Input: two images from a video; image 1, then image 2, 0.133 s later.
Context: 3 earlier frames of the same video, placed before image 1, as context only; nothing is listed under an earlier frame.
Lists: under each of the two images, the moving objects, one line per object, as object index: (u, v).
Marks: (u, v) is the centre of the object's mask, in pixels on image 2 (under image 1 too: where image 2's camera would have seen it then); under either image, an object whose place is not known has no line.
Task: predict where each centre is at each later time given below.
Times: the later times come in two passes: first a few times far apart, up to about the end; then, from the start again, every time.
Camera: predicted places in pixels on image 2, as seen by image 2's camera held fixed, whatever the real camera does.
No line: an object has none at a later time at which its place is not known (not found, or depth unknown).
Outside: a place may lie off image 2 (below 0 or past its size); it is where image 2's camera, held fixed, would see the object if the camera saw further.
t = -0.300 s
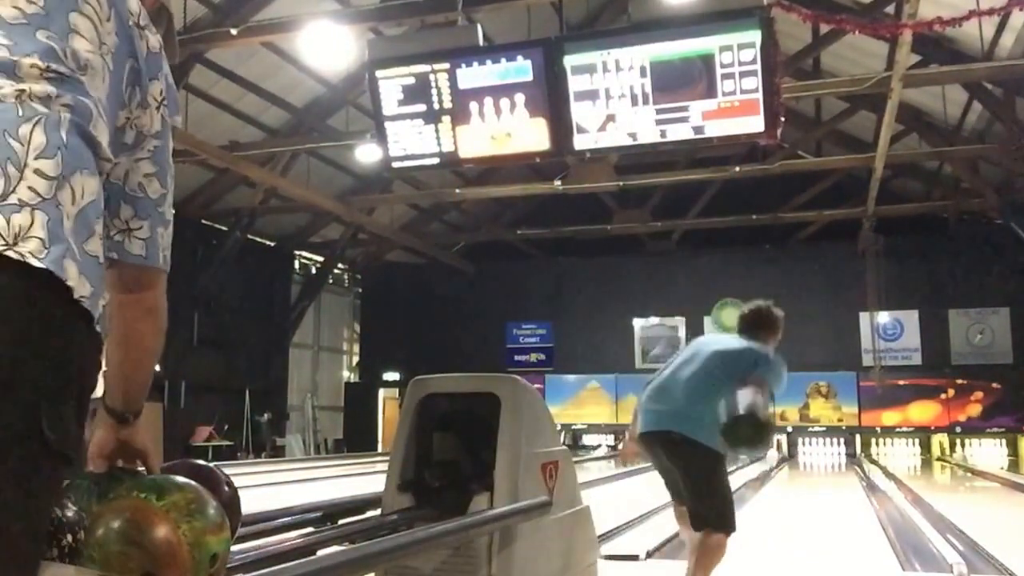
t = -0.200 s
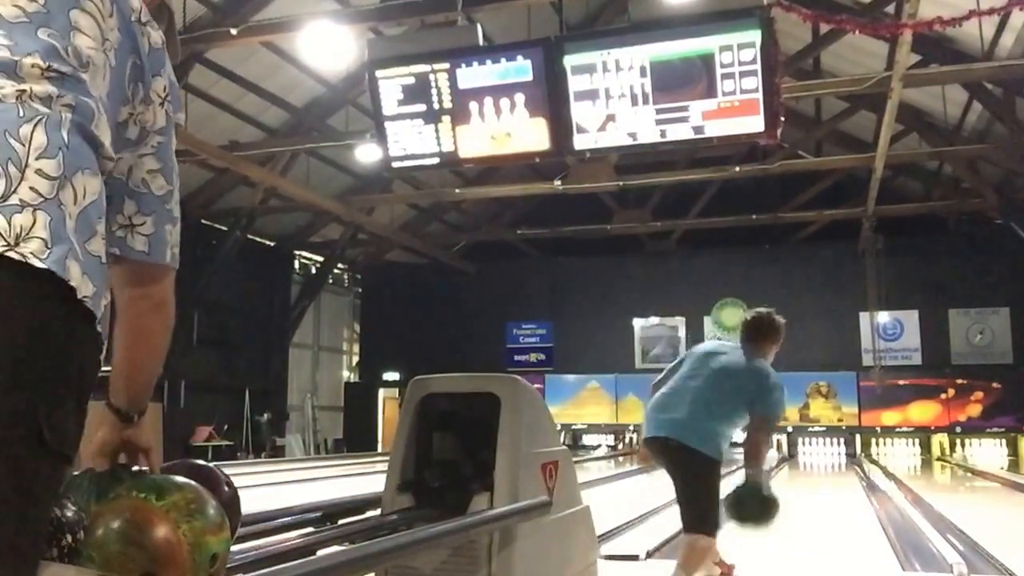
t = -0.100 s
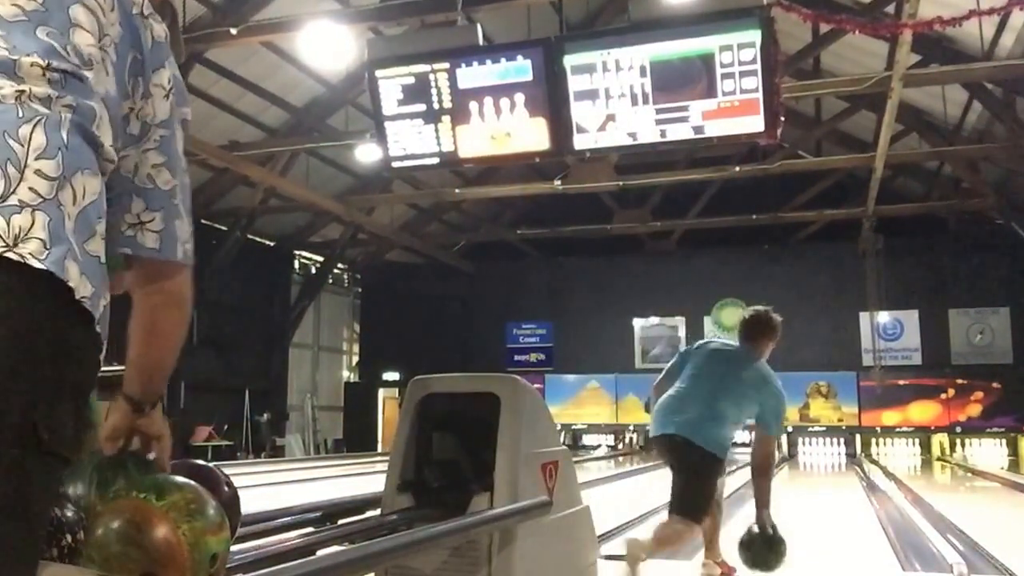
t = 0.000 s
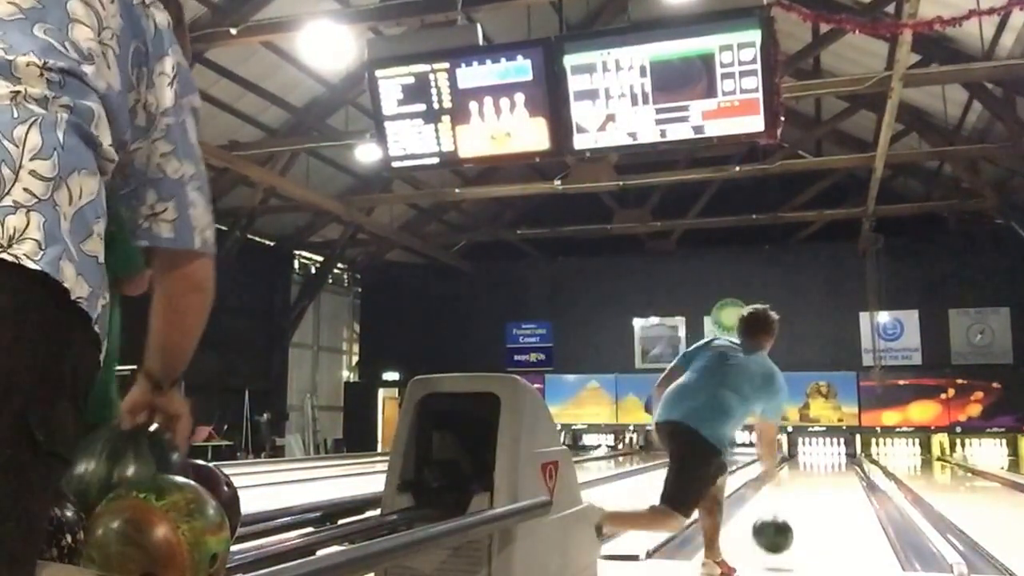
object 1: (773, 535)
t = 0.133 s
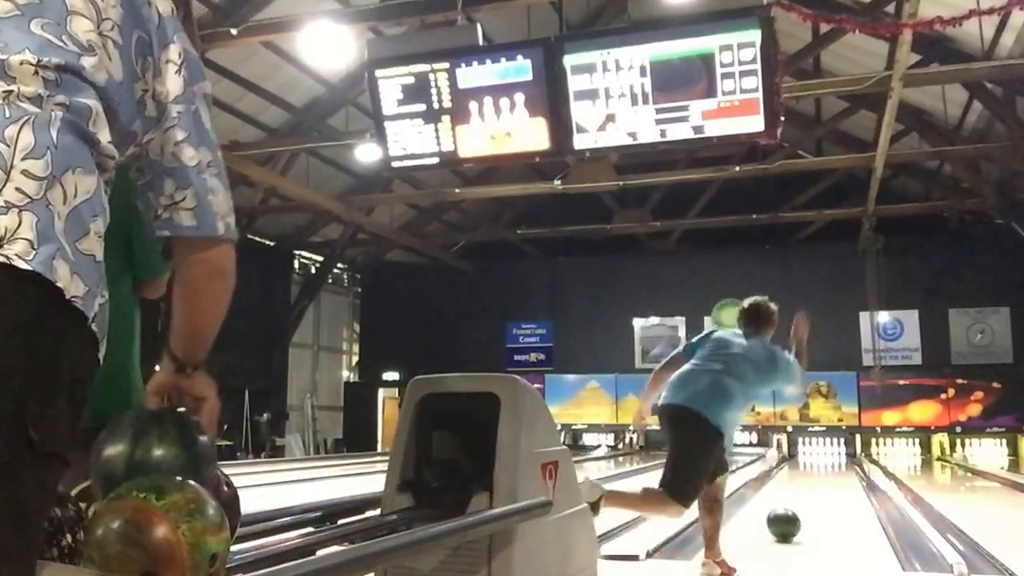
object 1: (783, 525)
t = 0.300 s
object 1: (793, 507)
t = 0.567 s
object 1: (802, 488)
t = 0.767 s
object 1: (807, 478)
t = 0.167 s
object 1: (786, 520)
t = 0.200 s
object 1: (787, 517)
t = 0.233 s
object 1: (789, 513)
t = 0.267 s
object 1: (791, 510)
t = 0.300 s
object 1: (793, 507)
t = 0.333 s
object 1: (794, 504)
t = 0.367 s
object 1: (795, 501)
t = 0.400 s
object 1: (797, 499)
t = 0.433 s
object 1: (798, 496)
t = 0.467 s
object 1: (799, 494)
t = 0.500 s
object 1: (800, 492)
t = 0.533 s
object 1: (801, 490)
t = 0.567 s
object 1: (802, 488)
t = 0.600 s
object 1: (803, 486)
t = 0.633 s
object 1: (804, 484)
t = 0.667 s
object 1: (804, 483)
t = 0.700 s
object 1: (805, 481)
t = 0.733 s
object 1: (806, 480)
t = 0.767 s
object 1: (807, 478)
